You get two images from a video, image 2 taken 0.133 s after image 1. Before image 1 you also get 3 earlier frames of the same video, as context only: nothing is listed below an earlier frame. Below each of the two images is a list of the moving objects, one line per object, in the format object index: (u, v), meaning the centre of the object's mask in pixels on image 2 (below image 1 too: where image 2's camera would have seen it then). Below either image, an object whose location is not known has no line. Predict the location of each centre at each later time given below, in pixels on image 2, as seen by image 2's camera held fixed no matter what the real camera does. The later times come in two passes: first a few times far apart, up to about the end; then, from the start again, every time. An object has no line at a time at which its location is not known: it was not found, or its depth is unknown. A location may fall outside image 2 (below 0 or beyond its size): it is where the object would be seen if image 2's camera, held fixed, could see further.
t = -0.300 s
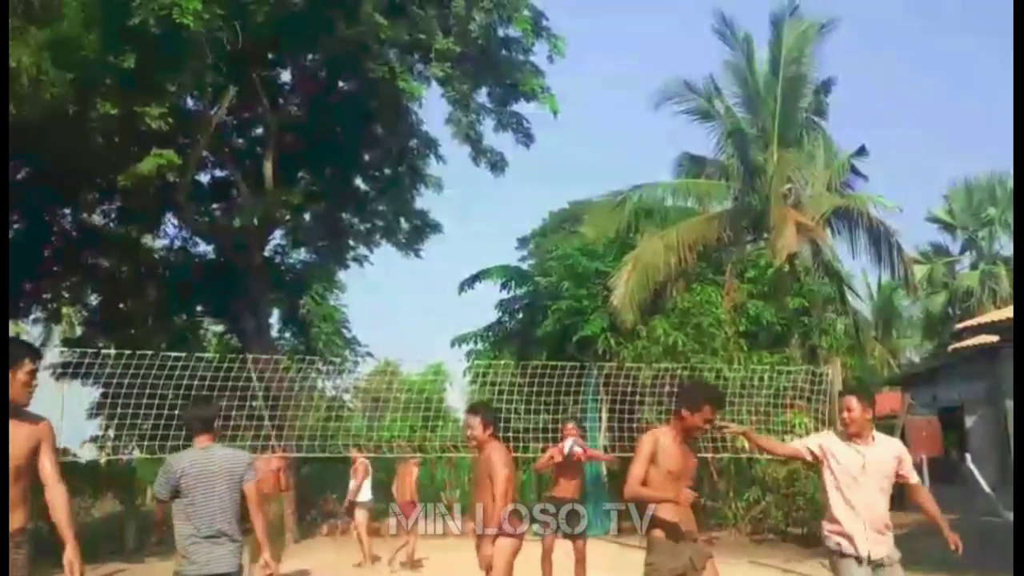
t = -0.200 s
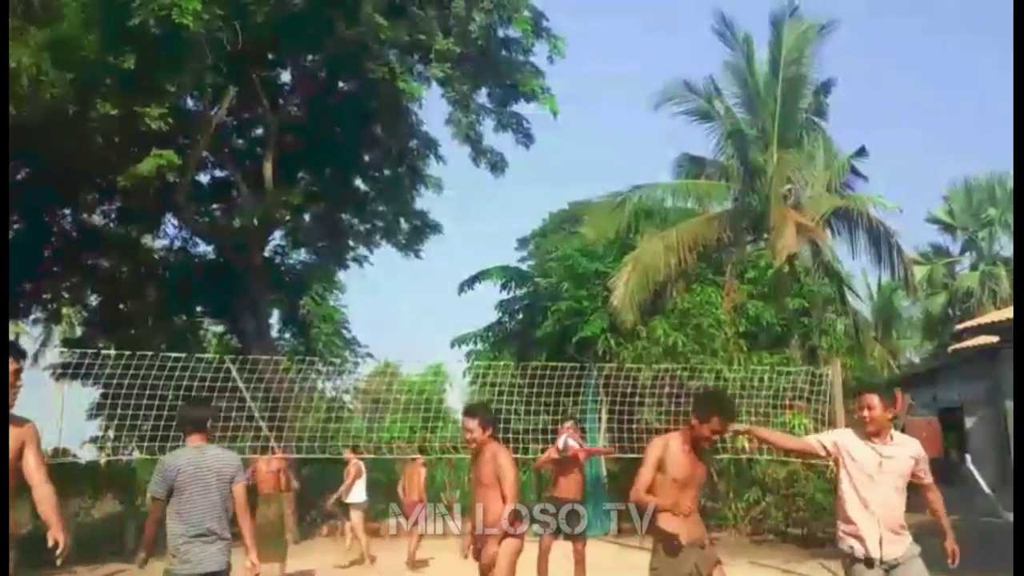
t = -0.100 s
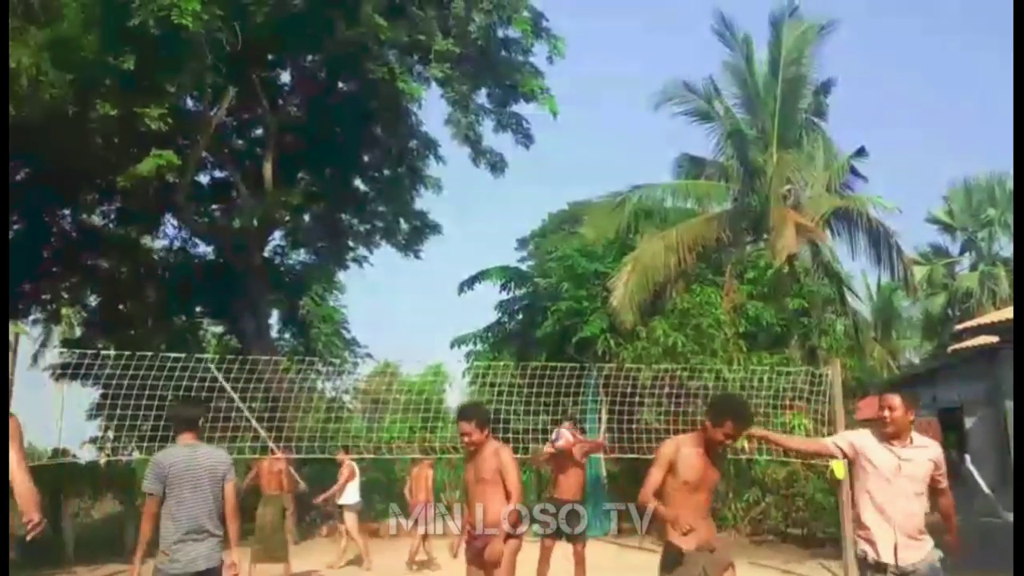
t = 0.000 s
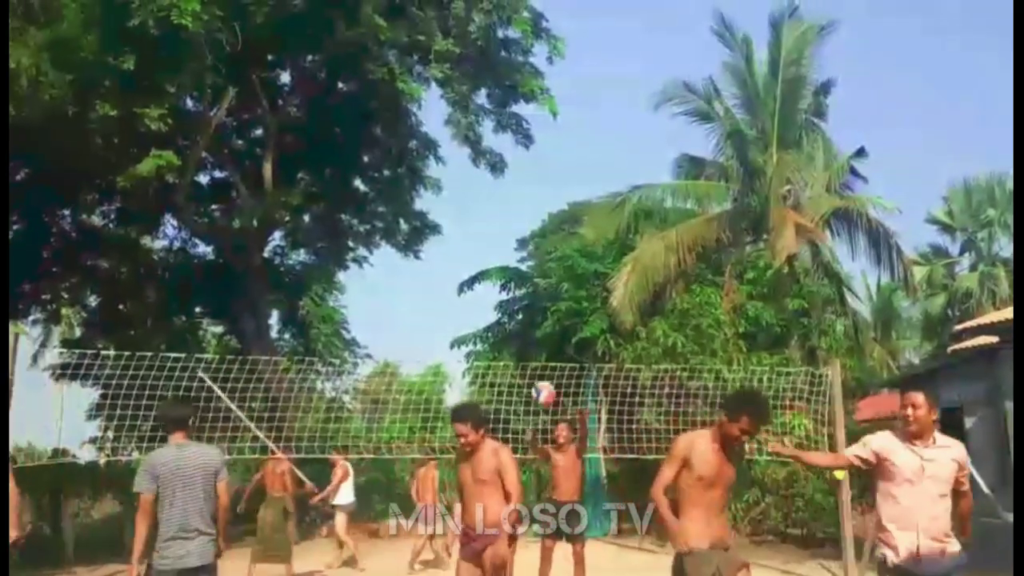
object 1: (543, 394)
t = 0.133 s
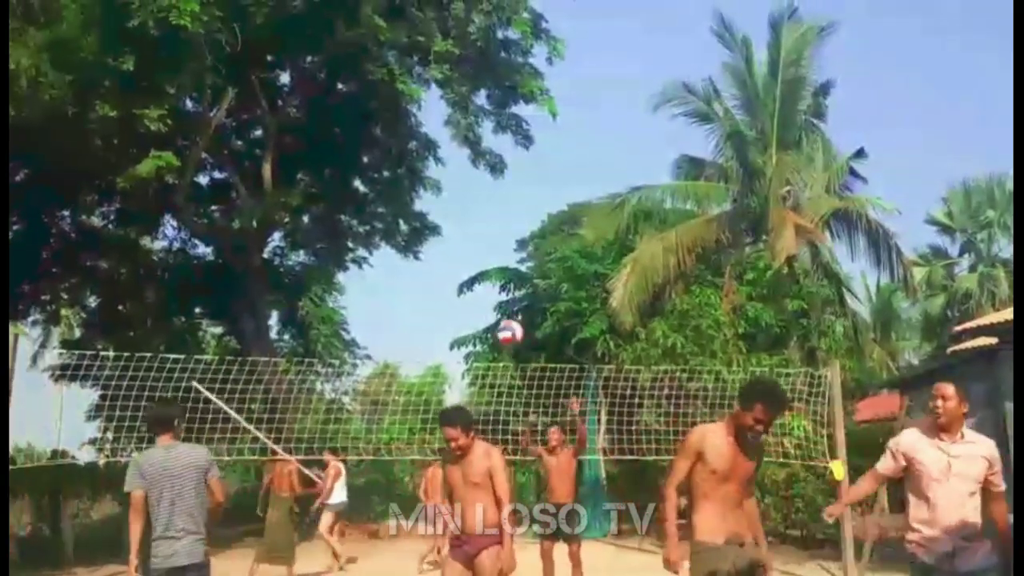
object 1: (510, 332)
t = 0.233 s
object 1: (479, 296)
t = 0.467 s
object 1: (391, 246)
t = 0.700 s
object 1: (251, 276)
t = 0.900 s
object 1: (44, 438)
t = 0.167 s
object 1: (501, 319)
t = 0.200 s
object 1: (490, 308)
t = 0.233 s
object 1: (479, 296)
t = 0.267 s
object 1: (469, 286)
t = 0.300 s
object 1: (459, 277)
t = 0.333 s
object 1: (446, 267)
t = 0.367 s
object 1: (433, 260)
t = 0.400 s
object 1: (420, 254)
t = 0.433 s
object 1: (406, 250)
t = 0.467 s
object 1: (391, 246)
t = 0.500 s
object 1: (375, 245)
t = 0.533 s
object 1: (359, 244)
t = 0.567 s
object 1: (341, 246)
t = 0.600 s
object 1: (321, 249)
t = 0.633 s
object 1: (302, 257)
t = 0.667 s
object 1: (278, 264)
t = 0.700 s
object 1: (251, 276)
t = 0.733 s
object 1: (224, 290)
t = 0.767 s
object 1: (195, 309)
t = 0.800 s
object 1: (162, 332)
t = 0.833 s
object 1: (127, 361)
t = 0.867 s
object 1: (86, 398)
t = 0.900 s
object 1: (44, 438)
